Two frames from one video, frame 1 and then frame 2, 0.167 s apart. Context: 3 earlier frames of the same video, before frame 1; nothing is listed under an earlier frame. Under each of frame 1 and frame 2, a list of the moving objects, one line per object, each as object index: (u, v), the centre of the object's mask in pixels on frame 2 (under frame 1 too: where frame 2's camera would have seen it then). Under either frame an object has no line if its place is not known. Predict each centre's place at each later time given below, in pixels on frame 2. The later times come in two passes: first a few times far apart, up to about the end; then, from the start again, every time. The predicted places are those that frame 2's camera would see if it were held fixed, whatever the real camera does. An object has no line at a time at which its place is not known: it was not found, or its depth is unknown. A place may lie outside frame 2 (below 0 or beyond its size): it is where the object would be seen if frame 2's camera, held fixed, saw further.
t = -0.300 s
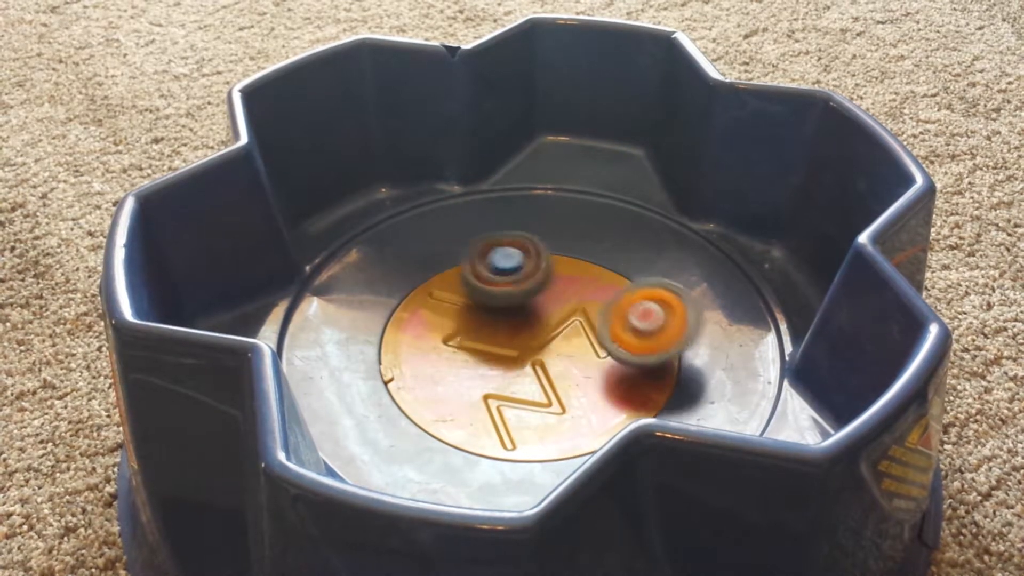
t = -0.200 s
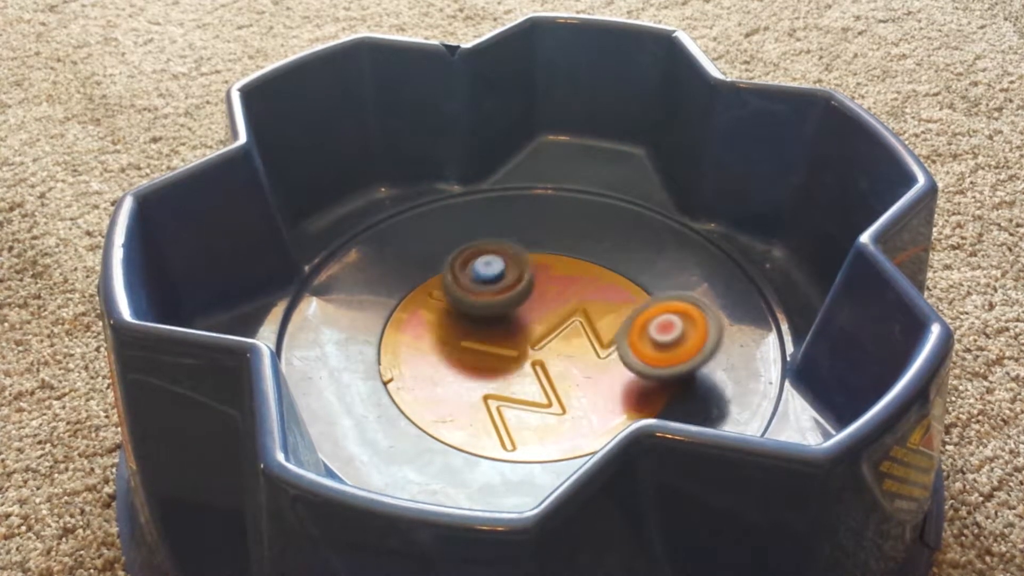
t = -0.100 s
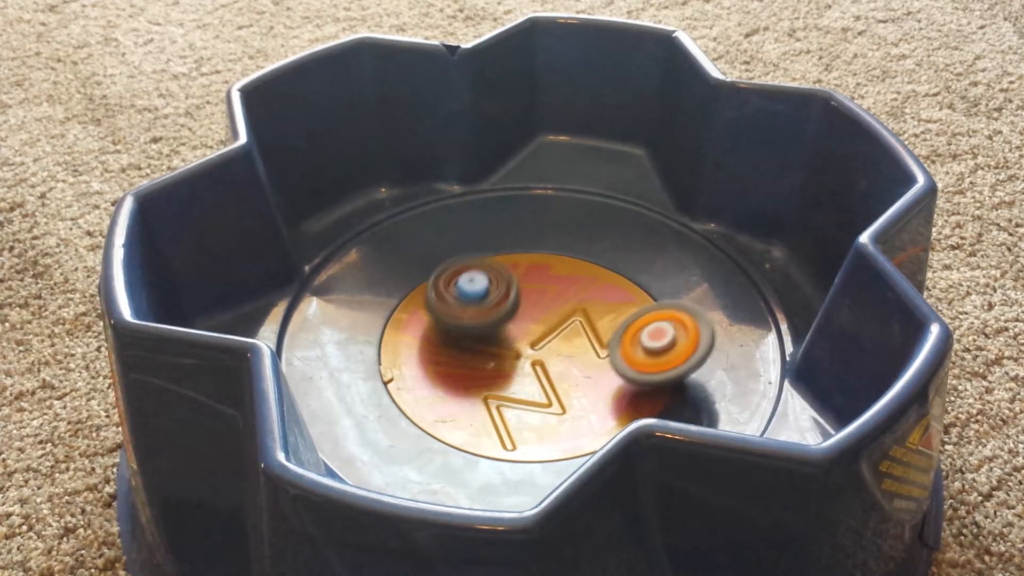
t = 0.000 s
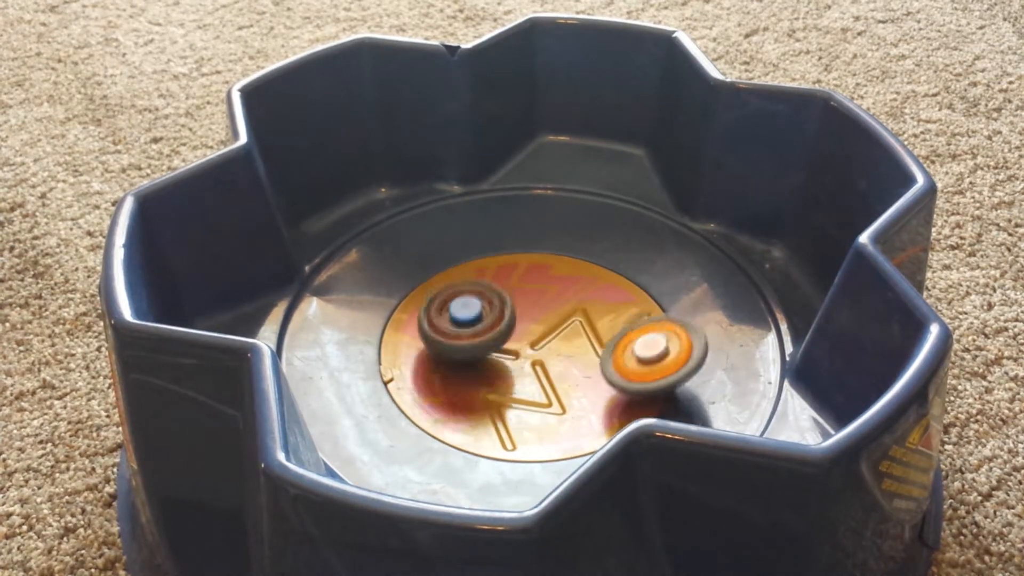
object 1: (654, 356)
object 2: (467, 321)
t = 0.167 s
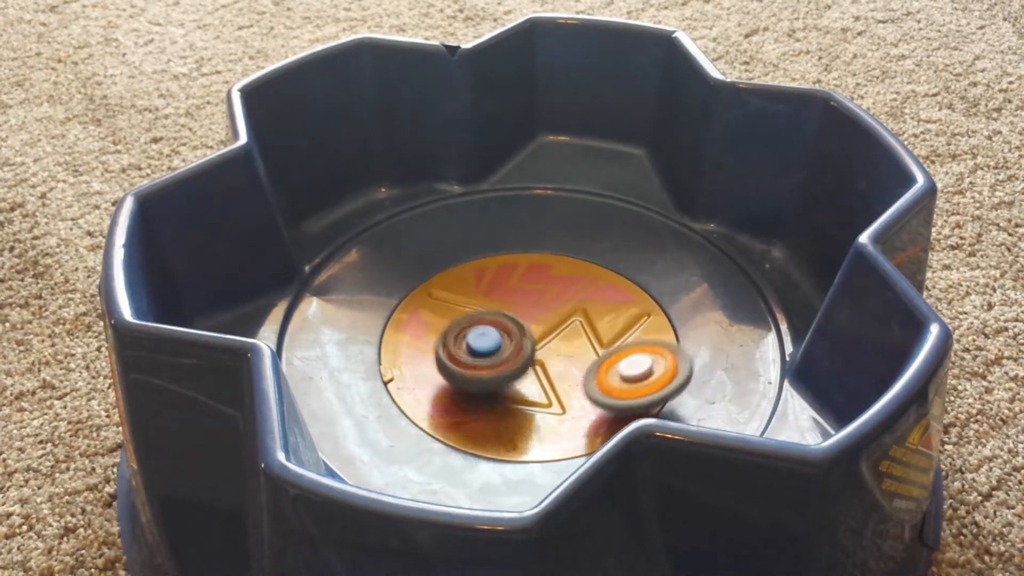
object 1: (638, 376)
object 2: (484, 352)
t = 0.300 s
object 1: (612, 388)
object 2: (501, 374)
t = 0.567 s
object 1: (598, 395)
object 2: (494, 368)
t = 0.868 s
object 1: (571, 375)
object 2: (488, 324)
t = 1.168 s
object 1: (524, 370)
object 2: (504, 256)
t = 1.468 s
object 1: (502, 371)
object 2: (544, 258)
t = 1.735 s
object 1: (497, 375)
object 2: (559, 312)
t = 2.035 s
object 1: (485, 391)
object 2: (589, 335)
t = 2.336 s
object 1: (483, 408)
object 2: (583, 321)
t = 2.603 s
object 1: (510, 401)
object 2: (543, 300)
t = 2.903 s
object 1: (503, 372)
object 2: (493, 291)
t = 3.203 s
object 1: (506, 376)
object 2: (492, 283)
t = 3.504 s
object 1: (545, 383)
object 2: (492, 294)
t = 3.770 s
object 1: (549, 376)
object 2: (496, 303)
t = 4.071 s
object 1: (550, 377)
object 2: (506, 312)
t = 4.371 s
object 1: (539, 388)
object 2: (511, 285)
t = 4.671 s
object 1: (499, 376)
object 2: (524, 304)
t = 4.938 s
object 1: (496, 366)
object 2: (552, 301)
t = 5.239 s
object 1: (500, 355)
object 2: (592, 310)
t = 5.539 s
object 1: (485, 329)
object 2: (638, 317)
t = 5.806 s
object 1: (482, 325)
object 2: (631, 323)
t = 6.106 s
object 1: (484, 323)
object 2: (593, 314)
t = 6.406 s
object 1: (512, 329)
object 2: (611, 315)
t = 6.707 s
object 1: (508, 323)
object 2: (596, 298)
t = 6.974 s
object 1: (502, 322)
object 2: (596, 299)
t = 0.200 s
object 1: (632, 380)
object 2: (489, 358)
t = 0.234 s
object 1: (626, 383)
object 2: (495, 363)
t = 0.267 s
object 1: (620, 386)
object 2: (500, 368)
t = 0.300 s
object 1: (612, 388)
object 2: (501, 374)
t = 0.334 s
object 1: (613, 390)
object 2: (496, 373)
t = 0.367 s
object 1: (615, 392)
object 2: (487, 368)
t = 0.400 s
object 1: (610, 393)
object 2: (486, 366)
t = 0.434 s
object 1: (604, 394)
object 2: (488, 369)
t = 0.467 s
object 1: (601, 395)
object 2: (492, 371)
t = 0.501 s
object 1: (606, 396)
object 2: (489, 368)
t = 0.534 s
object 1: (604, 396)
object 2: (491, 366)
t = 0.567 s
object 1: (598, 395)
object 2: (494, 368)
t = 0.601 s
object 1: (601, 395)
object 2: (487, 365)
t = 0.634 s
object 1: (605, 396)
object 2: (480, 361)
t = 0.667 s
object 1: (603, 394)
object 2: (479, 356)
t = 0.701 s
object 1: (598, 392)
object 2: (479, 351)
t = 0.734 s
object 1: (593, 390)
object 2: (479, 346)
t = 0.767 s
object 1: (588, 386)
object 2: (480, 341)
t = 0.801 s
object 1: (583, 382)
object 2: (481, 335)
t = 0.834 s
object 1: (577, 379)
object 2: (484, 329)
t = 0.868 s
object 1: (571, 375)
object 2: (488, 324)
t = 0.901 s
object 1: (564, 371)
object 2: (493, 317)
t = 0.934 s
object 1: (558, 372)
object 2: (491, 306)
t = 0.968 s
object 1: (555, 370)
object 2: (492, 296)
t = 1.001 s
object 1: (555, 372)
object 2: (495, 288)
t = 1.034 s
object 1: (553, 374)
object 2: (495, 278)
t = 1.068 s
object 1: (549, 374)
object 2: (496, 272)
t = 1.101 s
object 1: (542, 373)
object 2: (498, 266)
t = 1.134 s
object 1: (531, 373)
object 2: (501, 260)
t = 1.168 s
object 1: (524, 370)
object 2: (504, 256)
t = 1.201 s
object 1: (513, 370)
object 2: (507, 253)
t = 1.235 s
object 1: (505, 368)
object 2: (511, 251)
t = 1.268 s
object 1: (496, 368)
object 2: (516, 249)
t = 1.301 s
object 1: (493, 367)
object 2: (520, 248)
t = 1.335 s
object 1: (497, 368)
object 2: (525, 248)
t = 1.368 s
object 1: (497, 368)
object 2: (530, 249)
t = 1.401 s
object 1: (496, 369)
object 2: (535, 252)
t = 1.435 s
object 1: (497, 371)
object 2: (540, 254)
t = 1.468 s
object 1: (502, 371)
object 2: (544, 258)
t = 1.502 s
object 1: (504, 370)
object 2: (548, 262)
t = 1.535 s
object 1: (502, 372)
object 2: (551, 267)
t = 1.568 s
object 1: (501, 371)
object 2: (554, 273)
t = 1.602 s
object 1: (497, 373)
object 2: (556, 279)
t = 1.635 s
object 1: (495, 372)
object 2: (558, 286)
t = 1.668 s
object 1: (496, 371)
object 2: (559, 295)
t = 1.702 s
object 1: (494, 372)
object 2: (559, 306)
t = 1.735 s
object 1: (497, 375)
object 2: (559, 312)
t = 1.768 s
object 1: (499, 377)
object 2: (562, 316)
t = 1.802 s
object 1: (497, 376)
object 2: (567, 320)
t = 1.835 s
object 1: (478, 381)
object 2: (579, 318)
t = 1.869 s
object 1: (468, 383)
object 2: (586, 318)
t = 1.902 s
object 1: (467, 384)
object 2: (590, 320)
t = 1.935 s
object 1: (470, 385)
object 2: (593, 326)
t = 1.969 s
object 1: (475, 387)
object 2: (592, 329)
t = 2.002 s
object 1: (479, 389)
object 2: (592, 332)
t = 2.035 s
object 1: (485, 391)
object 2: (589, 335)
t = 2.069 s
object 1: (489, 392)
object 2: (587, 338)
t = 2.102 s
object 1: (497, 394)
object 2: (582, 340)
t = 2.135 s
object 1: (504, 396)
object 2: (579, 342)
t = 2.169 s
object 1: (498, 398)
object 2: (582, 339)
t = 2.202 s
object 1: (480, 404)
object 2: (588, 333)
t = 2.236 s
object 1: (476, 405)
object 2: (590, 329)
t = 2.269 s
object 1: (478, 406)
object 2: (587, 328)
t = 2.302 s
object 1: (480, 407)
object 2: (585, 324)
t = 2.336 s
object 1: (483, 408)
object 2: (583, 321)
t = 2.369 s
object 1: (485, 408)
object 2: (578, 318)
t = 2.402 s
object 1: (487, 408)
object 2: (574, 315)
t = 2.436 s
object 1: (489, 408)
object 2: (568, 313)
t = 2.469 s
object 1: (492, 407)
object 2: (563, 310)
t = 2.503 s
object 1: (495, 405)
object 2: (558, 308)
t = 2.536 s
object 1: (499, 403)
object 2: (554, 304)
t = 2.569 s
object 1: (503, 401)
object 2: (549, 301)
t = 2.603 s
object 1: (510, 401)
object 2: (543, 300)
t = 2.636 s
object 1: (511, 397)
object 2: (535, 298)
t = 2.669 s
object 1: (505, 390)
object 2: (531, 296)
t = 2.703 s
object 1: (498, 382)
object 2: (526, 296)
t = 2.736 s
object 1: (498, 374)
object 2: (519, 294)
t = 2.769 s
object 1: (501, 369)
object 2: (514, 293)
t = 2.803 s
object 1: (501, 367)
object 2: (508, 292)
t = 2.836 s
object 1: (496, 369)
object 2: (503, 291)
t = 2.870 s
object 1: (498, 372)
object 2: (498, 292)
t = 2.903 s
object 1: (503, 372)
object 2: (493, 291)
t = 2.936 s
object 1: (506, 371)
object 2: (490, 290)
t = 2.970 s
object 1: (504, 373)
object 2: (489, 287)
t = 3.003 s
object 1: (504, 373)
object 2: (489, 282)
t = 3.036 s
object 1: (502, 374)
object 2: (487, 280)
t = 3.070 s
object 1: (501, 374)
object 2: (487, 282)
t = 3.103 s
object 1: (501, 375)
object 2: (489, 287)
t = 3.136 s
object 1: (502, 375)
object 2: (490, 290)
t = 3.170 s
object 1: (503, 376)
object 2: (491, 288)
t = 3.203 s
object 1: (506, 376)
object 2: (492, 283)
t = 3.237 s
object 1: (509, 377)
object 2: (492, 280)
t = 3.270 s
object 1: (512, 377)
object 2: (486, 281)
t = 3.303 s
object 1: (516, 379)
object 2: (484, 284)
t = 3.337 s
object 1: (520, 379)
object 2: (485, 287)
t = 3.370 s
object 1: (525, 381)
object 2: (486, 293)
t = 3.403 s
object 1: (530, 381)
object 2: (487, 293)
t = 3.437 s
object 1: (534, 382)
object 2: (489, 293)
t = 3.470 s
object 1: (540, 383)
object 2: (491, 292)
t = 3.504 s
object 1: (545, 383)
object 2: (492, 294)
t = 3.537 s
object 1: (552, 383)
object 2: (492, 294)
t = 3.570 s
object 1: (559, 382)
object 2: (493, 298)
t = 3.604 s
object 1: (557, 379)
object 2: (493, 299)
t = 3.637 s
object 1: (550, 375)
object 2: (495, 302)
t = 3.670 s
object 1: (546, 370)
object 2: (495, 305)
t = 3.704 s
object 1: (548, 371)
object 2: (495, 304)
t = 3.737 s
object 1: (548, 375)
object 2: (496, 303)
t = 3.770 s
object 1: (549, 376)
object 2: (496, 303)
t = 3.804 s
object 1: (549, 377)
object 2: (497, 303)
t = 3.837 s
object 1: (550, 378)
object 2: (495, 303)
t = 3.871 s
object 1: (551, 379)
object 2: (497, 303)
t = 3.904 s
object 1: (552, 380)
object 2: (498, 305)
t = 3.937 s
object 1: (551, 380)
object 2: (499, 305)
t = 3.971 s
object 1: (550, 380)
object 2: (501, 307)
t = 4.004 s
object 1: (552, 380)
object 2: (502, 309)
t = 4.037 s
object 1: (552, 377)
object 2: (504, 310)
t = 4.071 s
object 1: (550, 377)
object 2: (506, 312)
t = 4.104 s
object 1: (553, 379)
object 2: (509, 311)
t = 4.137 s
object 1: (553, 378)
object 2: (509, 312)
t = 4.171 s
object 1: (550, 381)
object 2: (507, 301)
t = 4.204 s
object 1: (549, 381)
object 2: (506, 296)
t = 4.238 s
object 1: (549, 380)
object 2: (506, 292)
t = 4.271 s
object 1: (549, 382)
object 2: (507, 290)
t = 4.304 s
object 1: (546, 384)
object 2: (508, 288)
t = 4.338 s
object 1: (543, 387)
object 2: (508, 286)
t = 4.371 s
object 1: (539, 388)
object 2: (511, 285)
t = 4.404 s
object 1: (534, 390)
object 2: (512, 285)
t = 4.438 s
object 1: (530, 390)
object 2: (513, 284)
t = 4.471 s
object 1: (525, 391)
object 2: (516, 286)
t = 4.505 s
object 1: (521, 391)
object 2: (517, 288)
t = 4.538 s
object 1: (516, 390)
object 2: (519, 289)
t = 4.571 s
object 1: (511, 389)
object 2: (521, 292)
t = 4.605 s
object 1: (505, 386)
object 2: (523, 297)
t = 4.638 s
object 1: (497, 381)
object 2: (523, 300)
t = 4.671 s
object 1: (499, 376)
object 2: (524, 304)
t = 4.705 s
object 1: (497, 372)
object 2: (526, 304)
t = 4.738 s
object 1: (498, 373)
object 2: (530, 306)
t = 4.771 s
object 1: (502, 373)
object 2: (534, 305)
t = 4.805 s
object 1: (499, 371)
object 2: (538, 305)
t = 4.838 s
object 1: (498, 369)
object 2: (543, 302)
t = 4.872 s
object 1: (502, 368)
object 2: (547, 302)
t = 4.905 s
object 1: (501, 365)
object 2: (549, 302)
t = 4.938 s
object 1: (496, 366)
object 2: (552, 301)
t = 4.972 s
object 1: (497, 368)
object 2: (556, 305)
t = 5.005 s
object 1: (503, 369)
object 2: (559, 308)
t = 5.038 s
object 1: (503, 372)
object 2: (562, 307)
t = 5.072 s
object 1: (500, 373)
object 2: (570, 305)
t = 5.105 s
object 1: (500, 370)
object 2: (575, 307)
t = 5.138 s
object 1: (498, 366)
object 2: (577, 308)
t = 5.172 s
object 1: (498, 361)
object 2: (579, 308)
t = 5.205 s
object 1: (503, 357)
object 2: (583, 310)
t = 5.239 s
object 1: (500, 355)
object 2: (592, 310)
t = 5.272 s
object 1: (495, 353)
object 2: (600, 308)
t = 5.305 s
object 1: (497, 350)
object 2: (604, 308)
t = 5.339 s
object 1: (501, 347)
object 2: (605, 308)
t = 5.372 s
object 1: (506, 344)
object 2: (608, 308)
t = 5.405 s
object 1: (510, 340)
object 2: (610, 310)
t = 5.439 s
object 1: (509, 336)
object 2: (613, 313)
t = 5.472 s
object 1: (493, 334)
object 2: (627, 312)
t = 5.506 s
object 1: (486, 332)
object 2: (635, 313)
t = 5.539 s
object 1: (485, 329)
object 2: (638, 317)
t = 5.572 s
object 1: (488, 328)
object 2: (635, 318)
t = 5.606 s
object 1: (491, 327)
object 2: (634, 318)
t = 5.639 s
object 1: (497, 324)
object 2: (634, 319)
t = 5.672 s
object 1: (505, 324)
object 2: (631, 320)
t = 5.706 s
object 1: (507, 328)
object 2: (625, 321)
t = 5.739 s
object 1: (509, 329)
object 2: (618, 322)
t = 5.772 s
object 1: (504, 326)
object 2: (619, 321)
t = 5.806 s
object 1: (482, 325)
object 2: (631, 323)
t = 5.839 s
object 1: (470, 321)
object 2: (636, 325)
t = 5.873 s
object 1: (462, 317)
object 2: (633, 326)
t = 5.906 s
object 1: (458, 317)
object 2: (629, 323)
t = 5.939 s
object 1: (462, 316)
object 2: (625, 322)
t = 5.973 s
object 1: (466, 318)
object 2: (624, 318)
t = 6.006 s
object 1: (468, 319)
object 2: (620, 319)
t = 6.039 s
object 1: (474, 321)
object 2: (613, 317)
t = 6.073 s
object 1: (478, 322)
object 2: (602, 315)
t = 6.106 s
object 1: (484, 323)
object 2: (593, 314)
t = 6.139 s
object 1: (489, 324)
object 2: (590, 311)
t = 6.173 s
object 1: (491, 325)
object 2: (588, 310)
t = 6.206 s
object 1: (496, 326)
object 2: (586, 308)
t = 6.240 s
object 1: (498, 329)
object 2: (587, 308)
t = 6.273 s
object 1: (497, 330)
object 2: (596, 310)
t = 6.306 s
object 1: (499, 329)
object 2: (605, 317)
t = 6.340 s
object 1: (504, 330)
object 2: (612, 320)
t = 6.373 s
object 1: (508, 331)
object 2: (614, 319)
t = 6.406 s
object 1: (512, 329)
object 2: (611, 315)
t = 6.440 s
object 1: (505, 330)
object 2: (609, 313)
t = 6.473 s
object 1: (502, 329)
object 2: (601, 311)
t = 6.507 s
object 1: (502, 328)
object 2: (596, 308)
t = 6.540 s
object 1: (500, 327)
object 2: (595, 305)
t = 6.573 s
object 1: (501, 326)
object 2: (593, 303)
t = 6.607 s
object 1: (502, 324)
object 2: (596, 299)
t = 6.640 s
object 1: (503, 323)
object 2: (596, 298)
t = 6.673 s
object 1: (503, 324)
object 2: (596, 298)
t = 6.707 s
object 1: (508, 323)
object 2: (596, 298)
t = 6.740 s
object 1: (510, 323)
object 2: (596, 298)
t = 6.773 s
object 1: (510, 324)
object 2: (596, 298)
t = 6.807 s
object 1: (511, 323)
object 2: (596, 299)
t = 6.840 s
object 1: (507, 323)
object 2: (596, 298)
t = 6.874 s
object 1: (506, 323)
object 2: (596, 299)
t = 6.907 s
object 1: (505, 323)
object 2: (596, 299)
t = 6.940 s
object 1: (504, 322)
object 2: (596, 299)
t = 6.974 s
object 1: (502, 322)
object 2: (596, 299)
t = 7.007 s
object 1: (498, 322)
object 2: (596, 299)
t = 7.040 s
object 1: (494, 321)
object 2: (596, 299)
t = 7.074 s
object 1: (491, 320)
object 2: (596, 299)
